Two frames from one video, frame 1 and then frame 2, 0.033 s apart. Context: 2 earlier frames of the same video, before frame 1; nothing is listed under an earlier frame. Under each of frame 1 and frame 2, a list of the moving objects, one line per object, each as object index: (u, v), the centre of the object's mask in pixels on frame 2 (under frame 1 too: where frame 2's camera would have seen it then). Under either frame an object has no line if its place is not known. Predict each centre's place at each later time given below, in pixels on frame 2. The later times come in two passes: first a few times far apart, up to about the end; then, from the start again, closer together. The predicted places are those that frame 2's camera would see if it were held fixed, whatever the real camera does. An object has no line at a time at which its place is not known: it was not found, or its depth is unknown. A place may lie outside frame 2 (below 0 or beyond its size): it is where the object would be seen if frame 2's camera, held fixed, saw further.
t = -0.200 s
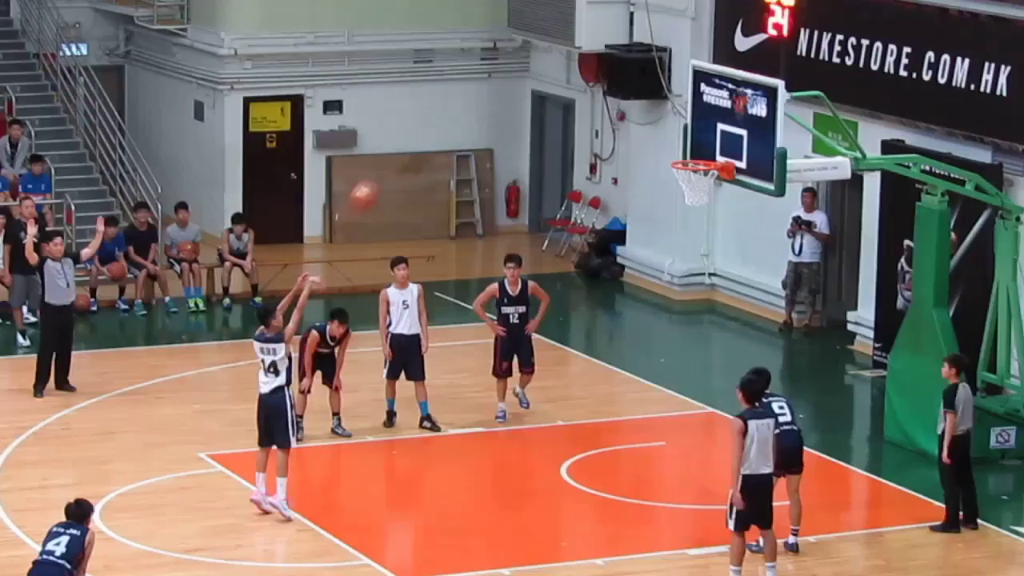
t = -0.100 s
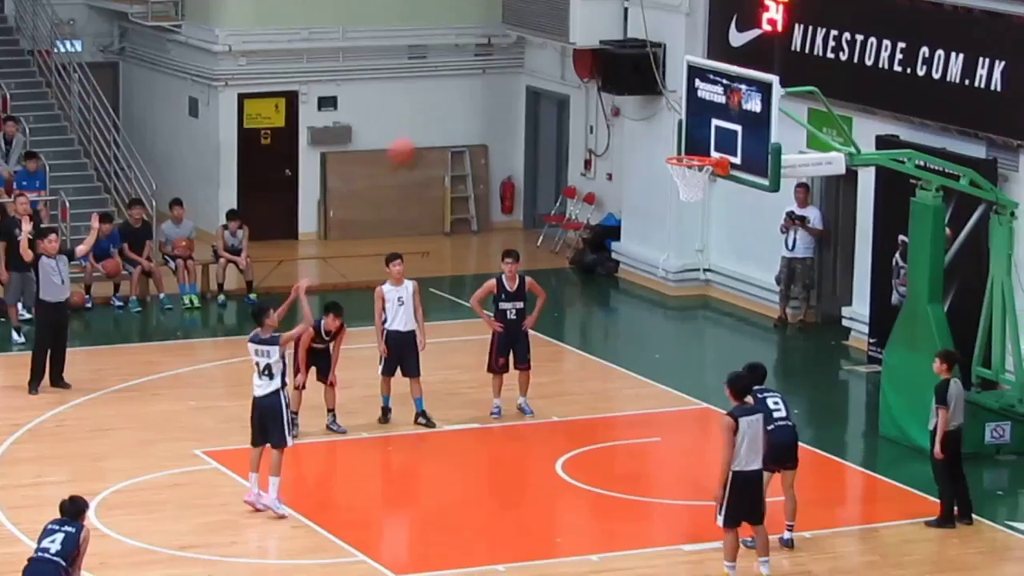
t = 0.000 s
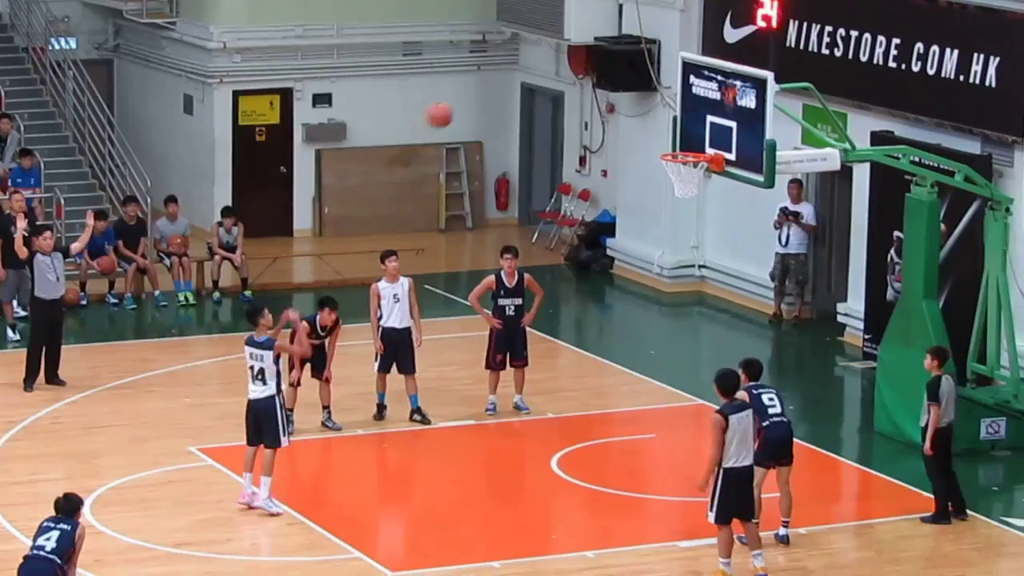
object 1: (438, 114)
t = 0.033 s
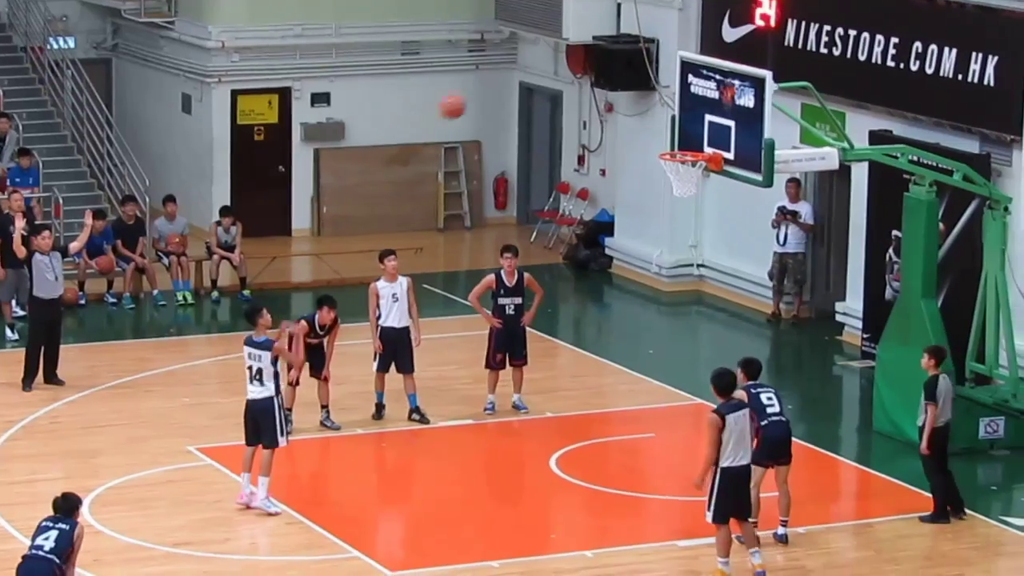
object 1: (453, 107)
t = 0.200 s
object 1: (522, 82)
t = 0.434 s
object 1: (612, 98)
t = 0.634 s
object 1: (686, 150)
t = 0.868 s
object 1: (685, 238)
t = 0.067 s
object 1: (467, 99)
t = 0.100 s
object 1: (480, 93)
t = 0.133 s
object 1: (494, 89)
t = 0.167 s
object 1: (508, 85)
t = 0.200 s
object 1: (522, 82)
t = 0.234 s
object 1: (534, 81)
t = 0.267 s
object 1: (548, 81)
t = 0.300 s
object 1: (561, 82)
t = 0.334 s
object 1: (575, 84)
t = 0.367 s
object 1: (586, 87)
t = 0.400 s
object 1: (601, 92)
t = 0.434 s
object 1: (612, 98)
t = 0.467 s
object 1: (626, 104)
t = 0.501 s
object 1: (638, 111)
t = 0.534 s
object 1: (650, 121)
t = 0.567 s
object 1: (662, 131)
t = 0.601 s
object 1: (676, 142)
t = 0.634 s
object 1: (686, 150)
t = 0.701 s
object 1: (693, 169)
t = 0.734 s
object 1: (692, 180)
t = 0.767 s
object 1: (690, 195)
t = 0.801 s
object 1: (689, 207)
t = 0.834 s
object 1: (687, 222)
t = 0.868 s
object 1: (685, 238)
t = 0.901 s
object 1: (684, 255)
